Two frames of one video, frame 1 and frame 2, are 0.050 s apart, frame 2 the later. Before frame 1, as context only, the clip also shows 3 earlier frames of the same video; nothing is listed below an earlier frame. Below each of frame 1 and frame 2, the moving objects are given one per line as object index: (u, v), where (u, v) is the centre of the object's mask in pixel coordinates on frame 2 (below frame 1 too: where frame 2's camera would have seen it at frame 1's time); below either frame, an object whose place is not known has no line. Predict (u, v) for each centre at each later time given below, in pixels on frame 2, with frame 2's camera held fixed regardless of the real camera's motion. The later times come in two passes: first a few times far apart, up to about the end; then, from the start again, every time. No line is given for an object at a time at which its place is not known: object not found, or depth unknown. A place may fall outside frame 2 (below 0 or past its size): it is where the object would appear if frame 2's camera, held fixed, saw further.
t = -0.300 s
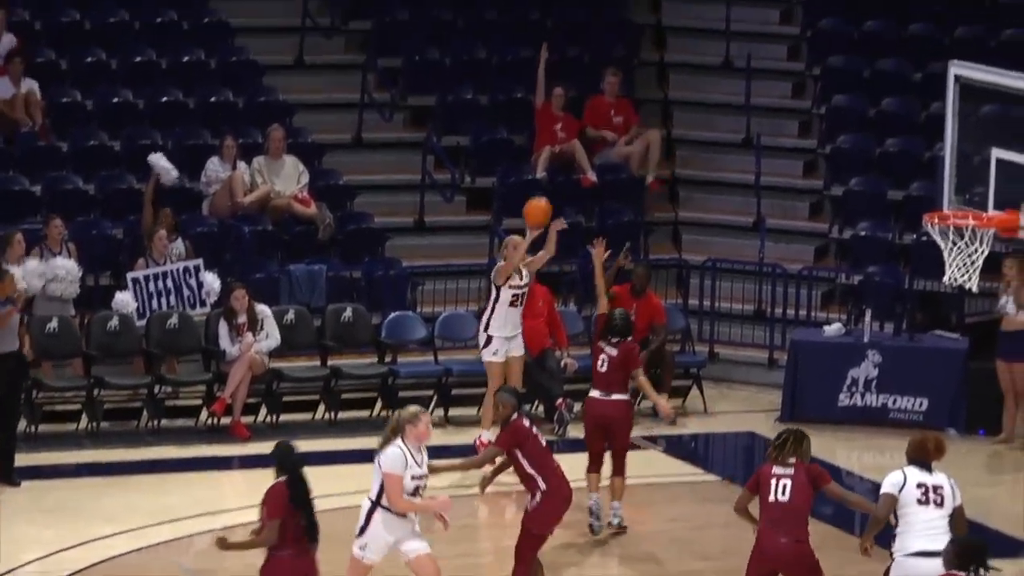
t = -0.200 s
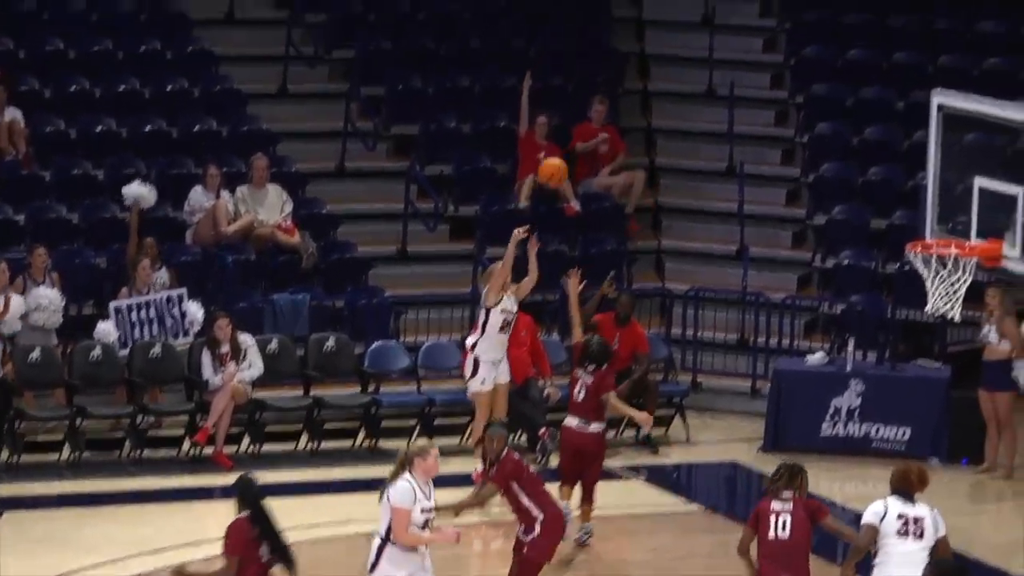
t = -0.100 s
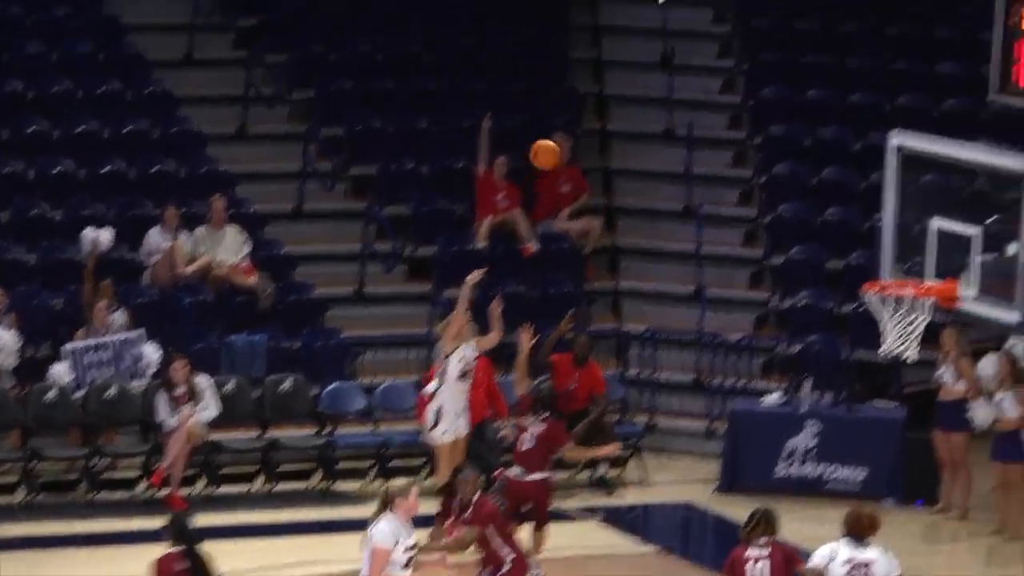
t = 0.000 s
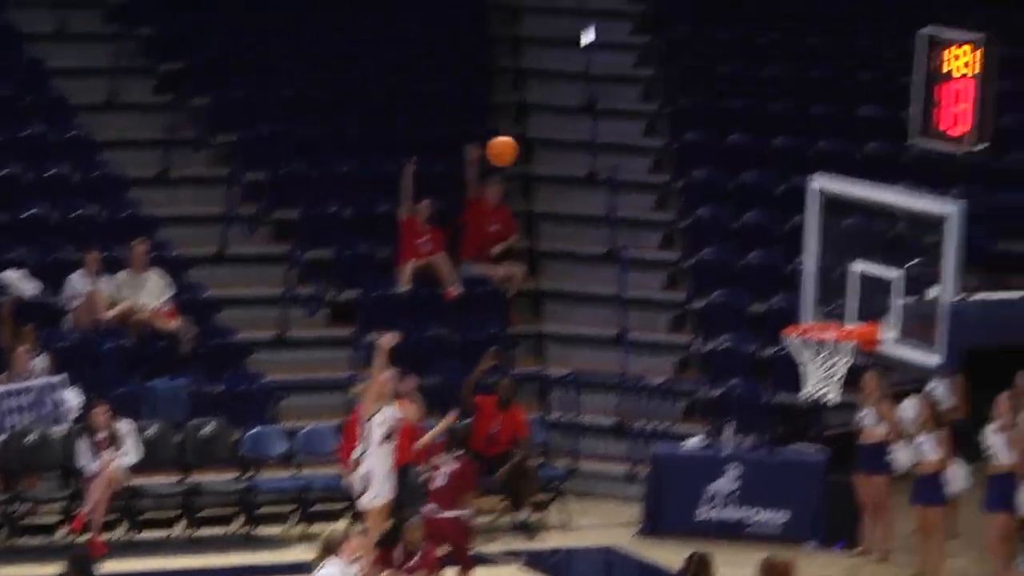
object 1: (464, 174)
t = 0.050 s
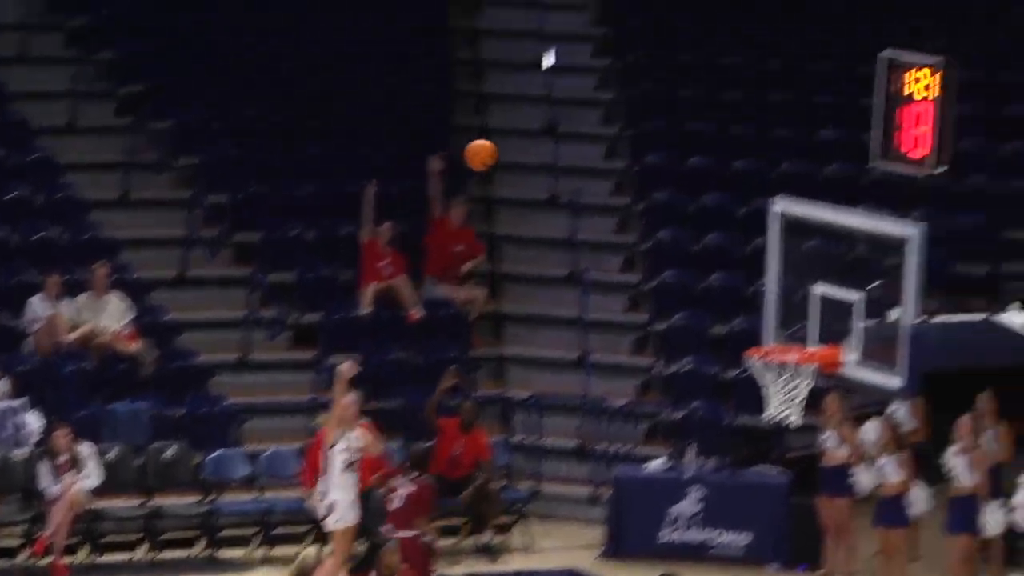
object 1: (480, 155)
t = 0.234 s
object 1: (541, 111)
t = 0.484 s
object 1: (630, 121)
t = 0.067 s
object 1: (486, 149)
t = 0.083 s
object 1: (491, 144)
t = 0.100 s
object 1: (496, 138)
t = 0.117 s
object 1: (502, 134)
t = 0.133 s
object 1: (507, 129)
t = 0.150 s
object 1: (513, 125)
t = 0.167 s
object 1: (519, 122)
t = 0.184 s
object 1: (525, 119)
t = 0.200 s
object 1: (530, 116)
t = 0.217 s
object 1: (536, 114)
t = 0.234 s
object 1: (541, 111)
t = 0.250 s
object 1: (547, 109)
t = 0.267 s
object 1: (552, 108)
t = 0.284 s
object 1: (558, 107)
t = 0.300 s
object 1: (564, 105)
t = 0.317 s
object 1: (570, 105)
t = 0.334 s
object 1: (575, 105)
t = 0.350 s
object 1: (582, 105)
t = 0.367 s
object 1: (588, 106)
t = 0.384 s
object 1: (594, 106)
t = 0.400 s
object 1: (600, 108)
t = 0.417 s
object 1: (606, 110)
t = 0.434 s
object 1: (612, 111)
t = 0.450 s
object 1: (618, 114)
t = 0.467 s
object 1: (624, 117)
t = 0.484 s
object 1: (630, 121)
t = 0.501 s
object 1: (635, 125)
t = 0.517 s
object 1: (641, 129)
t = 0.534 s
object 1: (647, 133)
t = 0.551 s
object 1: (654, 138)
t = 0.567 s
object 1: (660, 144)
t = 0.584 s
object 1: (666, 151)
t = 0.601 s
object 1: (672, 156)
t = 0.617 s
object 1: (678, 164)
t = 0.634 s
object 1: (685, 171)
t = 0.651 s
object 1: (691, 179)
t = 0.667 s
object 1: (697, 187)
